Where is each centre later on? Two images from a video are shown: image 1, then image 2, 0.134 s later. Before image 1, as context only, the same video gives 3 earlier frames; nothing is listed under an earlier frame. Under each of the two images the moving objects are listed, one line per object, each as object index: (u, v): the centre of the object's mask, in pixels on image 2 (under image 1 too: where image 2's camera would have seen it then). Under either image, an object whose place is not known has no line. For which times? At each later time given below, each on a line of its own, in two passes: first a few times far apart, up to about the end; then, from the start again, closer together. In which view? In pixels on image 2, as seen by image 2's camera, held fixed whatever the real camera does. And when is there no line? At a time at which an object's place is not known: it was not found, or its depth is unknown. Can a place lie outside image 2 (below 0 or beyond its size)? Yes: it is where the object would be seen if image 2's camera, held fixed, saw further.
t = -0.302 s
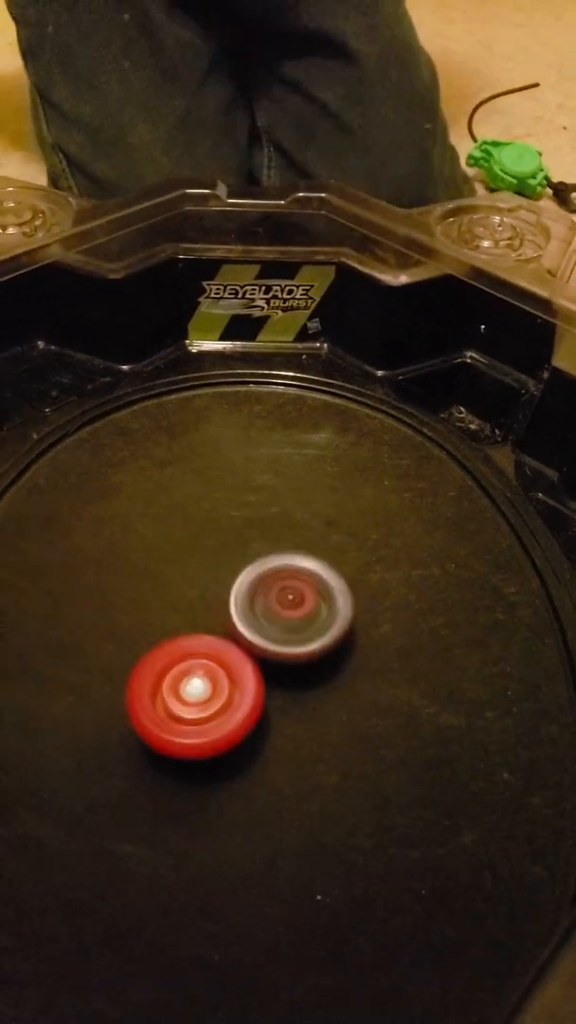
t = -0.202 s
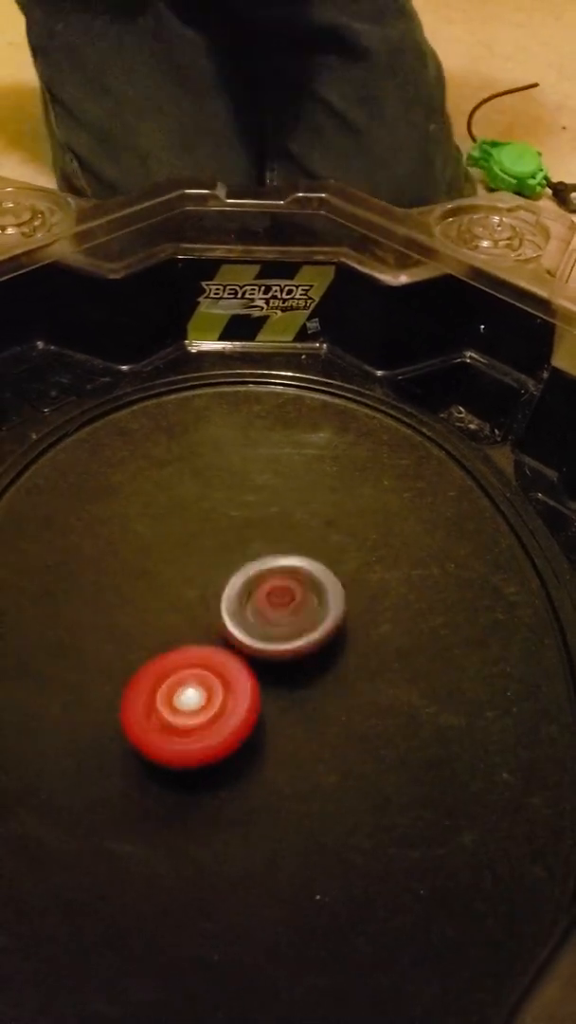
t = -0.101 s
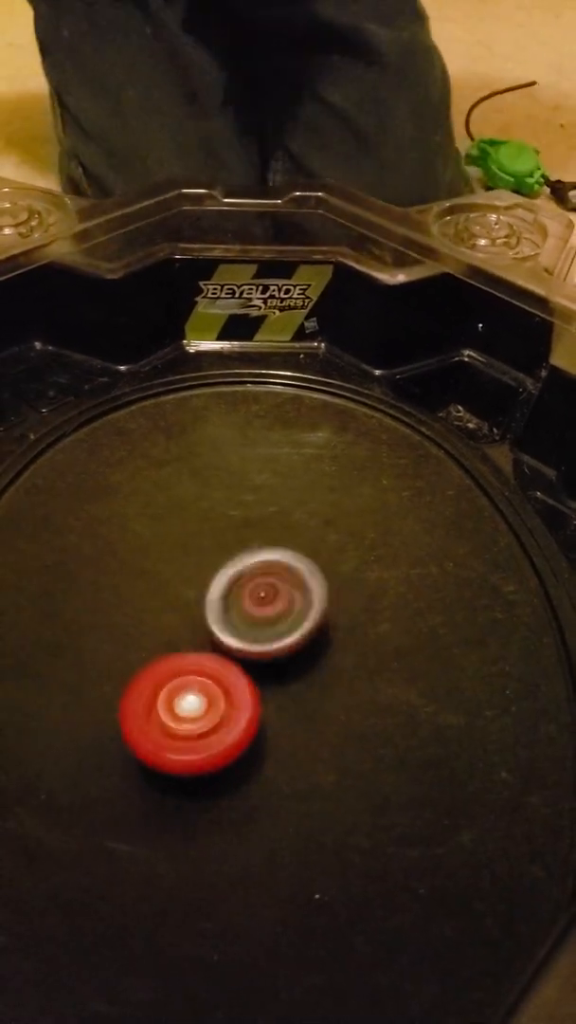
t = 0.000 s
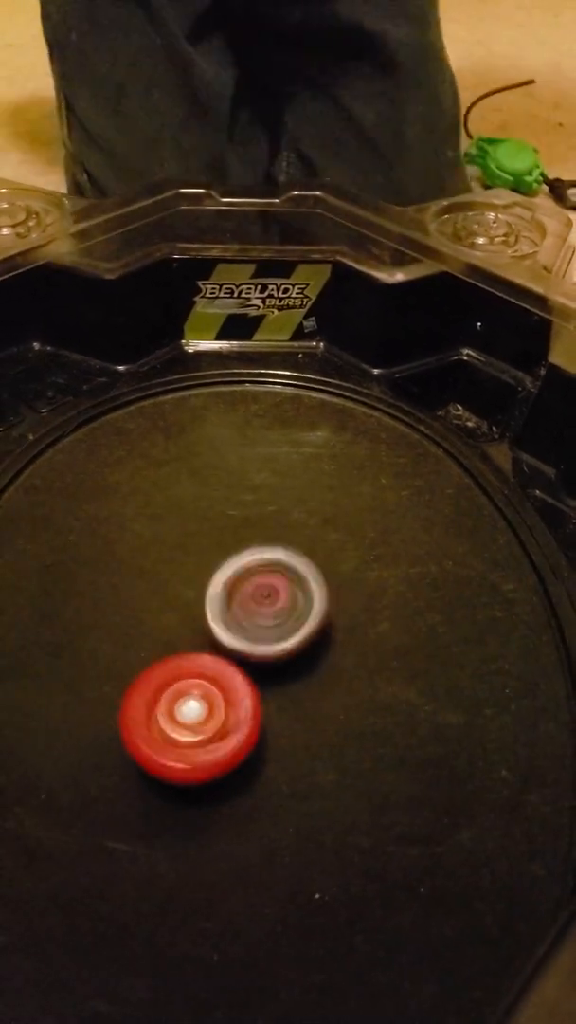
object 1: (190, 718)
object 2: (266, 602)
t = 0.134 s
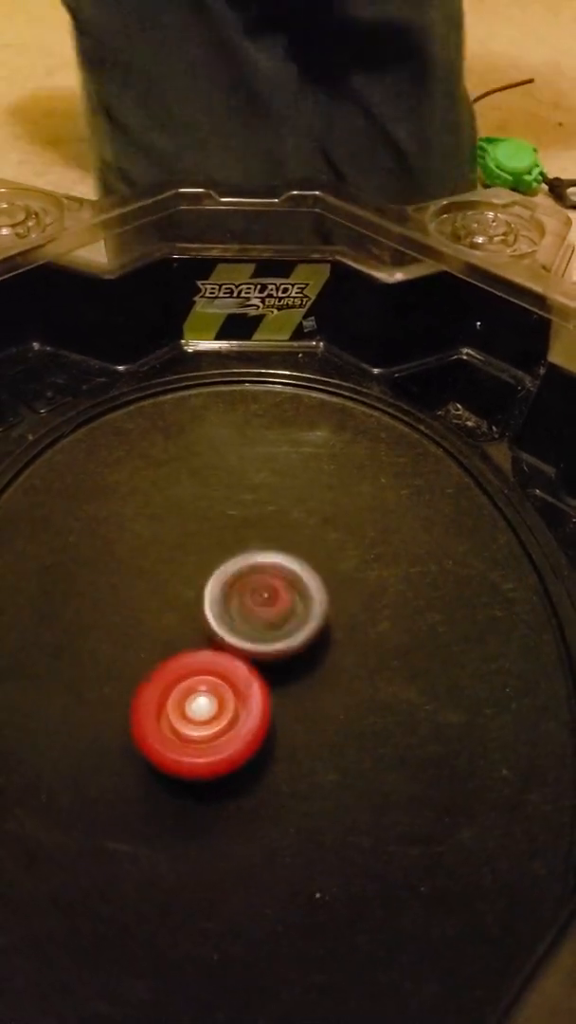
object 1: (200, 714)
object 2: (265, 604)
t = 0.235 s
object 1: (210, 715)
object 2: (264, 603)
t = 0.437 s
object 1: (225, 724)
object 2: (266, 601)
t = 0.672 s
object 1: (234, 724)
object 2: (265, 609)
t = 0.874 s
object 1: (235, 717)
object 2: (274, 606)
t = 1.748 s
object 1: (257, 683)
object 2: (239, 572)
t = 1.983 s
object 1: (274, 679)
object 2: (242, 571)
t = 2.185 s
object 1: (283, 687)
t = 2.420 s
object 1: (266, 703)
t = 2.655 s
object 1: (227, 711)
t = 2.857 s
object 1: (210, 677)
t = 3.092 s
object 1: (207, 662)
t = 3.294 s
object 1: (196, 687)
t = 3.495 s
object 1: (191, 711)
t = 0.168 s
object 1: (202, 713)
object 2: (261, 602)
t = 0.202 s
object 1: (208, 714)
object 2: (263, 604)
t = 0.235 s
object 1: (210, 715)
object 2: (264, 603)
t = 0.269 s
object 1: (214, 716)
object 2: (265, 605)
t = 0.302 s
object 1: (217, 716)
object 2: (267, 605)
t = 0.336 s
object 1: (220, 717)
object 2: (264, 602)
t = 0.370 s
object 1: (222, 718)
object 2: (264, 603)
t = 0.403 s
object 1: (227, 719)
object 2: (266, 605)
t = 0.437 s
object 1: (225, 724)
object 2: (266, 601)
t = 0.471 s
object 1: (224, 724)
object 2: (266, 600)
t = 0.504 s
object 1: (227, 726)
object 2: (266, 600)
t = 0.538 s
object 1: (227, 727)
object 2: (267, 600)
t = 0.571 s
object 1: (228, 727)
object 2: (267, 601)
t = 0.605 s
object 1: (230, 725)
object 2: (267, 604)
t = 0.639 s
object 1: (234, 725)
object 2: (266, 607)
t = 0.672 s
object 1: (234, 724)
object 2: (265, 609)
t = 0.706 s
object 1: (234, 723)
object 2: (269, 607)
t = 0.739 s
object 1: (234, 724)
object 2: (268, 605)
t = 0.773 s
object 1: (235, 723)
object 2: (264, 604)
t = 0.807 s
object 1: (236, 723)
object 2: (264, 605)
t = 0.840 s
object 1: (235, 721)
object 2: (269, 607)
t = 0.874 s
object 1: (235, 717)
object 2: (274, 606)
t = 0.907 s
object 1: (236, 713)
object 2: (271, 603)
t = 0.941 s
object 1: (235, 713)
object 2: (264, 599)
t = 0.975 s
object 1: (234, 710)
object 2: (257, 596)
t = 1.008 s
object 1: (233, 708)
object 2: (253, 595)
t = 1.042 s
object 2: (254, 594)
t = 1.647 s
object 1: (251, 689)
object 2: (237, 576)
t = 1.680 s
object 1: (254, 685)
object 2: (240, 577)
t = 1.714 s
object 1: (256, 683)
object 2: (242, 574)
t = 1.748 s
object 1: (257, 683)
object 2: (239, 572)
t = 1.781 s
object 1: (259, 682)
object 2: (235, 572)
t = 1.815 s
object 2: (234, 574)
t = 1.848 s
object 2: (238, 574)
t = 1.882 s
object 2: (242, 570)
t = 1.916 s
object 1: (271, 677)
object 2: (242, 569)
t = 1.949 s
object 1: (274, 678)
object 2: (242, 570)
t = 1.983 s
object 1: (274, 679)
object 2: (242, 571)
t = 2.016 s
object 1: (275, 682)
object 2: (243, 572)
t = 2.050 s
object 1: (277, 682)
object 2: (244, 573)
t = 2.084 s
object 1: (283, 684)
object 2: (244, 575)
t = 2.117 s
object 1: (282, 688)
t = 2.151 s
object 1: (280, 688)
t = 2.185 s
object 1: (283, 687)
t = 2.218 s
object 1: (282, 689)
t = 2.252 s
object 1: (279, 692)
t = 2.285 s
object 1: (276, 696)
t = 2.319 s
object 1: (274, 696)
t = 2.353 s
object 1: (276, 699)
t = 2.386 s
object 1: (272, 702)
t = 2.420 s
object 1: (266, 703)
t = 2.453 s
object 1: (261, 708)
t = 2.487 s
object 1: (254, 711)
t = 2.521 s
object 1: (250, 713)
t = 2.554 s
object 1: (244, 716)
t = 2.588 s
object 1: (236, 716)
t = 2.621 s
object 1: (231, 714)
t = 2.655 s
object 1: (227, 711)
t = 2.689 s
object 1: (222, 708)
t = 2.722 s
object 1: (218, 702)
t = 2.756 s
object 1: (215, 696)
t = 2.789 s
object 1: (213, 689)
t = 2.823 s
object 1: (211, 680)
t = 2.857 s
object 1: (210, 677)
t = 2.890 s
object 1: (206, 673)
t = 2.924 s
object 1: (203, 671)
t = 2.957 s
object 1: (203, 668)
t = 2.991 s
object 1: (205, 668)
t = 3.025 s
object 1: (205, 667)
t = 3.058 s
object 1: (205, 665)
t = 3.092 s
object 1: (207, 662)
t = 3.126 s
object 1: (209, 659)
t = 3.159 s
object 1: (212, 656)
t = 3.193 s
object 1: (214, 655)
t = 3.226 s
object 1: (209, 666)
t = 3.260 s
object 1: (202, 681)
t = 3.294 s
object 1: (196, 687)
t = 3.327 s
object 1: (195, 689)
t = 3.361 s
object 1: (199, 694)
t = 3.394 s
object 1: (199, 703)
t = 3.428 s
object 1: (195, 709)
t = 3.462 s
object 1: (190, 712)
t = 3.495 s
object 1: (191, 711)
